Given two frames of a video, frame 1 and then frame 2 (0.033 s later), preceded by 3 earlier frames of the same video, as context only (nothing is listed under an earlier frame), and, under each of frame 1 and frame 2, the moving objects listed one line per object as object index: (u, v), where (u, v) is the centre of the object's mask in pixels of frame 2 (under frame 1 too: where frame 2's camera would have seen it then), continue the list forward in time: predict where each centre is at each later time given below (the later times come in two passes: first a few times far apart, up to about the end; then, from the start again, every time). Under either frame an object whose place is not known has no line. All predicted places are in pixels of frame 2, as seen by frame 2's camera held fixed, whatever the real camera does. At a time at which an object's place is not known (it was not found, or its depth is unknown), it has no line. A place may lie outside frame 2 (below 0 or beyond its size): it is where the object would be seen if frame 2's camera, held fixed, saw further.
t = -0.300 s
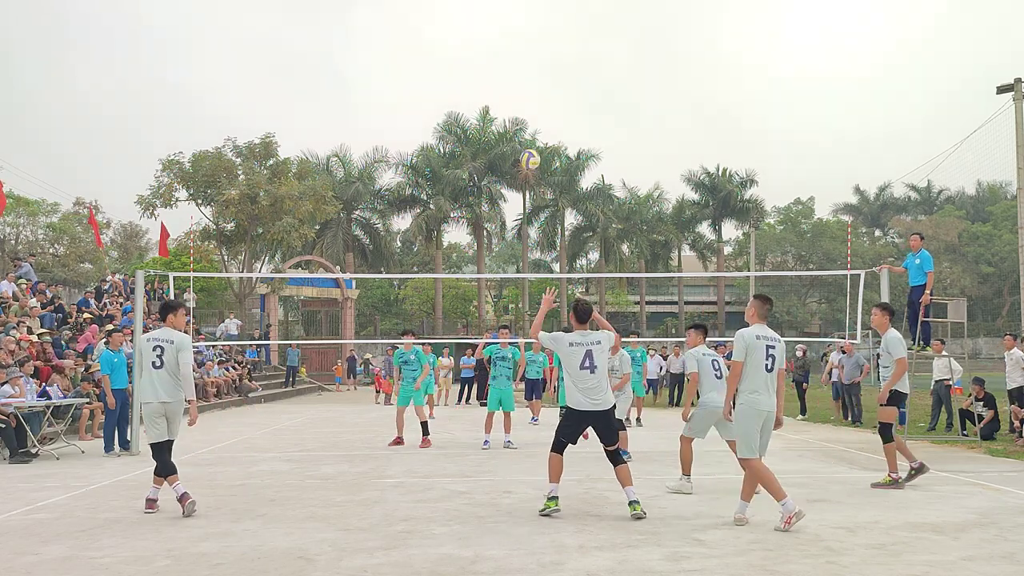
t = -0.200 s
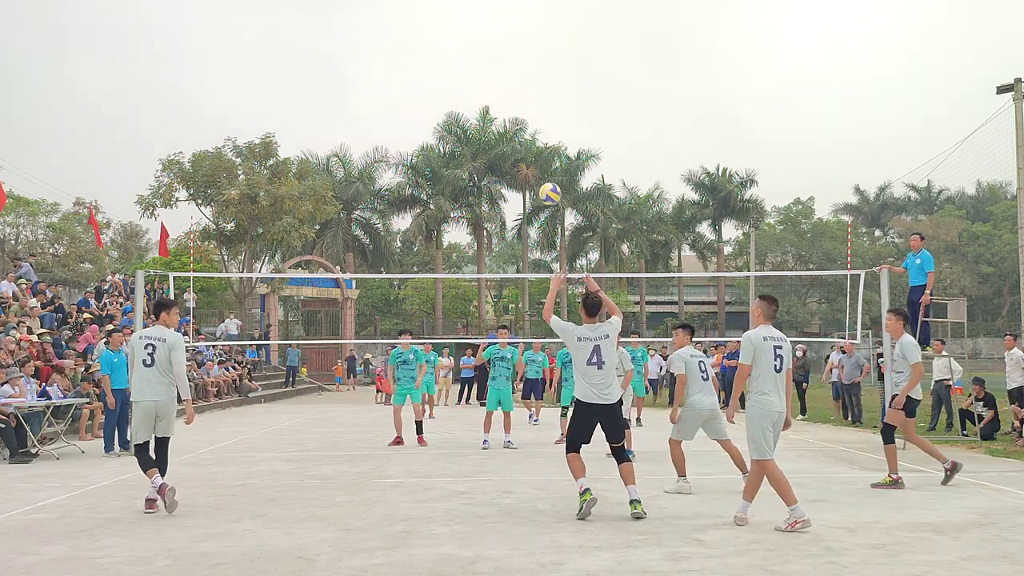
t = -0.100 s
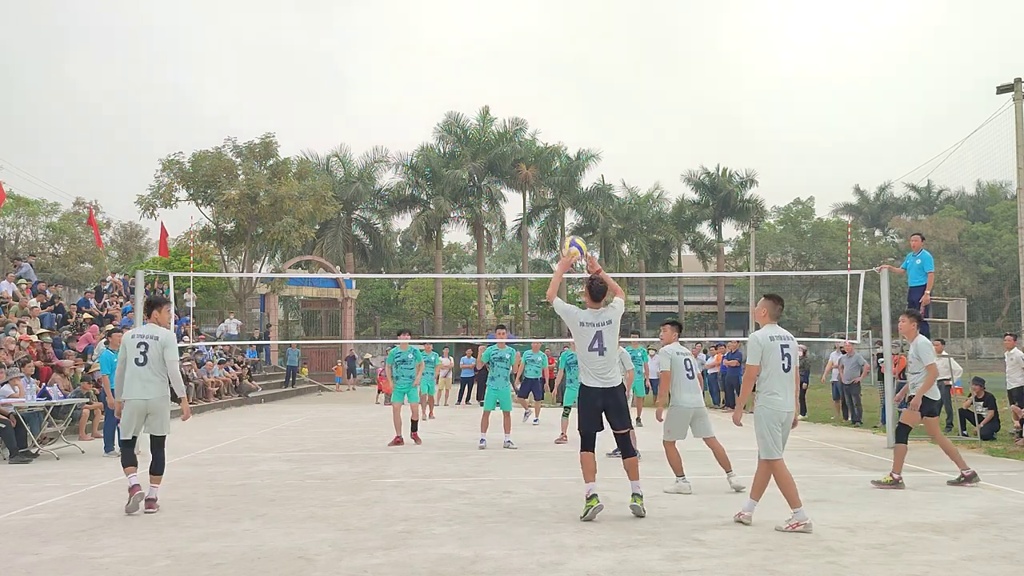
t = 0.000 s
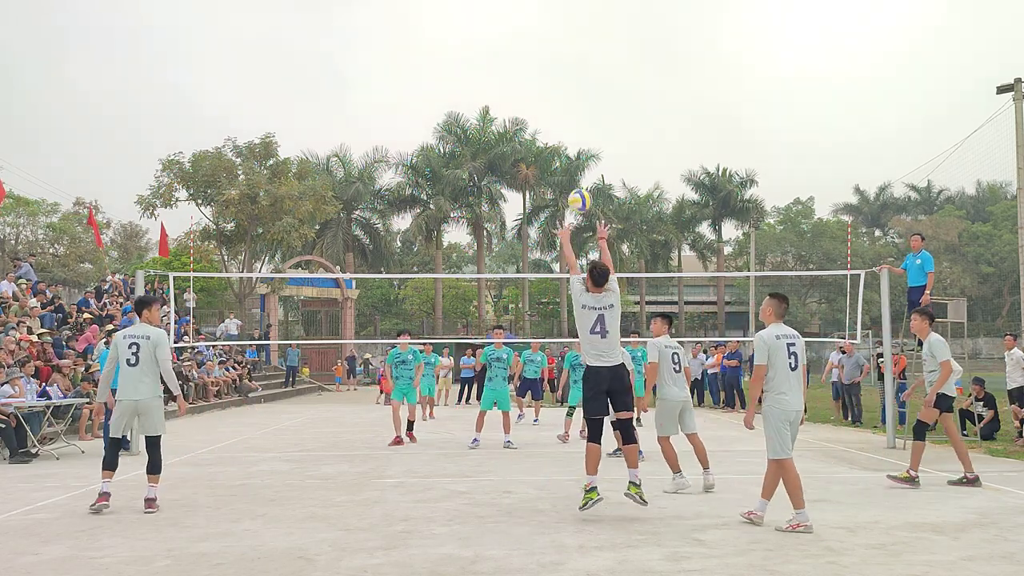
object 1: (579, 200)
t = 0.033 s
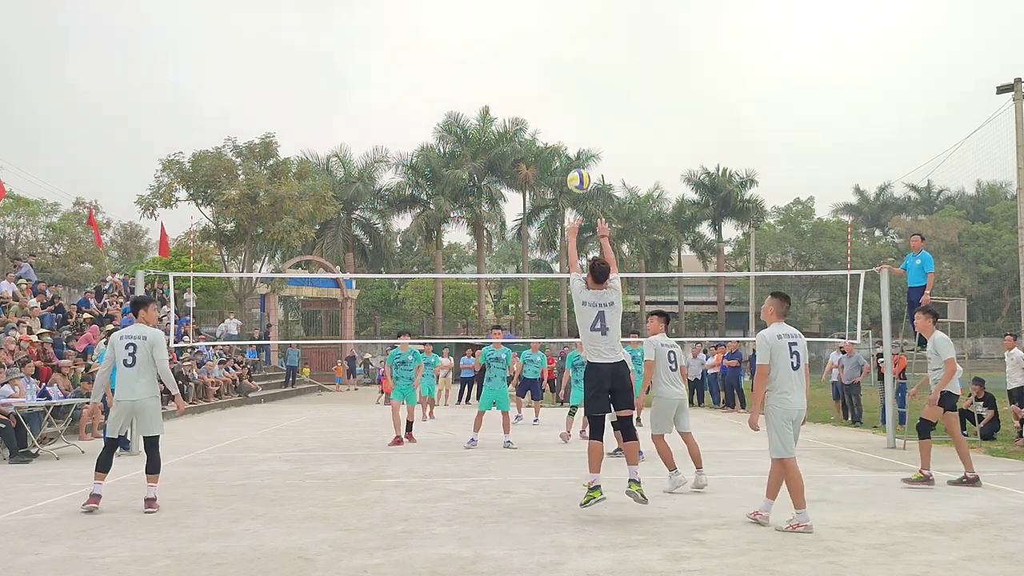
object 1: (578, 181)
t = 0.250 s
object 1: (572, 91)
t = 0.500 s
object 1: (565, 59)
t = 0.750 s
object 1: (558, 85)
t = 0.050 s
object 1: (578, 171)
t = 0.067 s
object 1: (577, 162)
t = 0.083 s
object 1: (577, 153)
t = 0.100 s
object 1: (577, 145)
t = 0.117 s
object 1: (576, 138)
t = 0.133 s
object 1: (576, 131)
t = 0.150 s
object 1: (576, 124)
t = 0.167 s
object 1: (575, 117)
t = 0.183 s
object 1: (574, 111)
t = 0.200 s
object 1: (574, 105)
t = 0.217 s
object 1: (574, 100)
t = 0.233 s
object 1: (573, 95)
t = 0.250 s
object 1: (572, 91)
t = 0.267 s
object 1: (572, 86)
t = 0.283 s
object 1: (571, 82)
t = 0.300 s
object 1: (571, 79)
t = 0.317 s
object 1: (570, 75)
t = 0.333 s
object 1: (569, 72)
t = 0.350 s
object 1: (569, 70)
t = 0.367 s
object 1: (568, 67)
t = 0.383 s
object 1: (568, 66)
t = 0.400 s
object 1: (567, 64)
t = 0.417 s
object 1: (567, 62)
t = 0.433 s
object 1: (566, 61)
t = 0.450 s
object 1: (566, 60)
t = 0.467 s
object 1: (566, 60)
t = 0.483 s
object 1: (565, 59)
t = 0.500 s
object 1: (565, 59)
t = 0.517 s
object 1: (564, 59)
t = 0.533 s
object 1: (564, 59)
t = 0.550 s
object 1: (563, 60)
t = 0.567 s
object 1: (563, 61)
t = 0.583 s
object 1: (562, 61)
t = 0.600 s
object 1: (562, 63)
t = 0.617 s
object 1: (562, 65)
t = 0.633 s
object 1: (561, 67)
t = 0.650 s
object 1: (560, 68)
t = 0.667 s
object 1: (560, 71)
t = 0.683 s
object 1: (560, 73)
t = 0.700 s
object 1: (560, 76)
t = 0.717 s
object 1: (559, 79)
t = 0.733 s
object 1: (559, 82)
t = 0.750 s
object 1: (558, 85)
